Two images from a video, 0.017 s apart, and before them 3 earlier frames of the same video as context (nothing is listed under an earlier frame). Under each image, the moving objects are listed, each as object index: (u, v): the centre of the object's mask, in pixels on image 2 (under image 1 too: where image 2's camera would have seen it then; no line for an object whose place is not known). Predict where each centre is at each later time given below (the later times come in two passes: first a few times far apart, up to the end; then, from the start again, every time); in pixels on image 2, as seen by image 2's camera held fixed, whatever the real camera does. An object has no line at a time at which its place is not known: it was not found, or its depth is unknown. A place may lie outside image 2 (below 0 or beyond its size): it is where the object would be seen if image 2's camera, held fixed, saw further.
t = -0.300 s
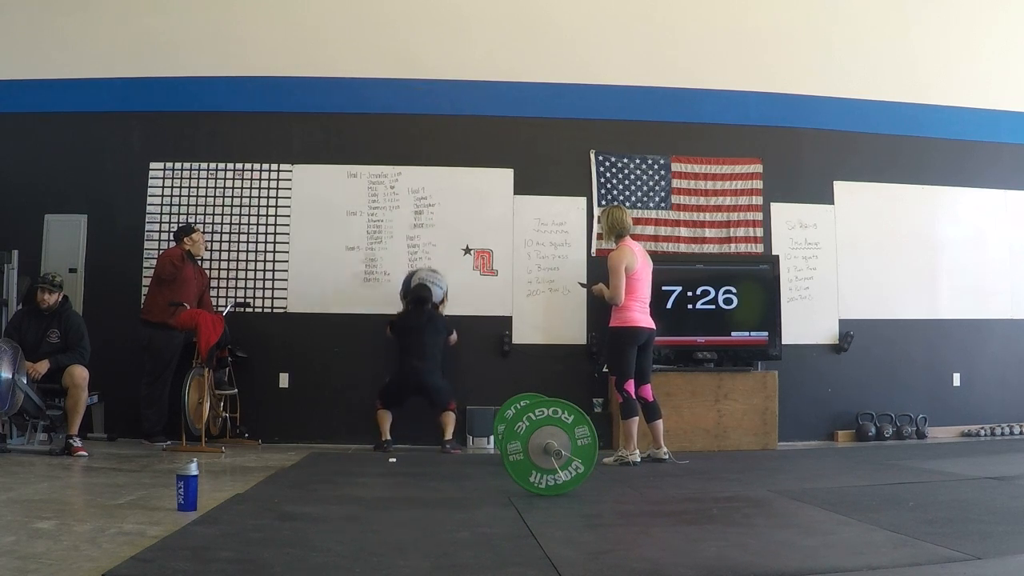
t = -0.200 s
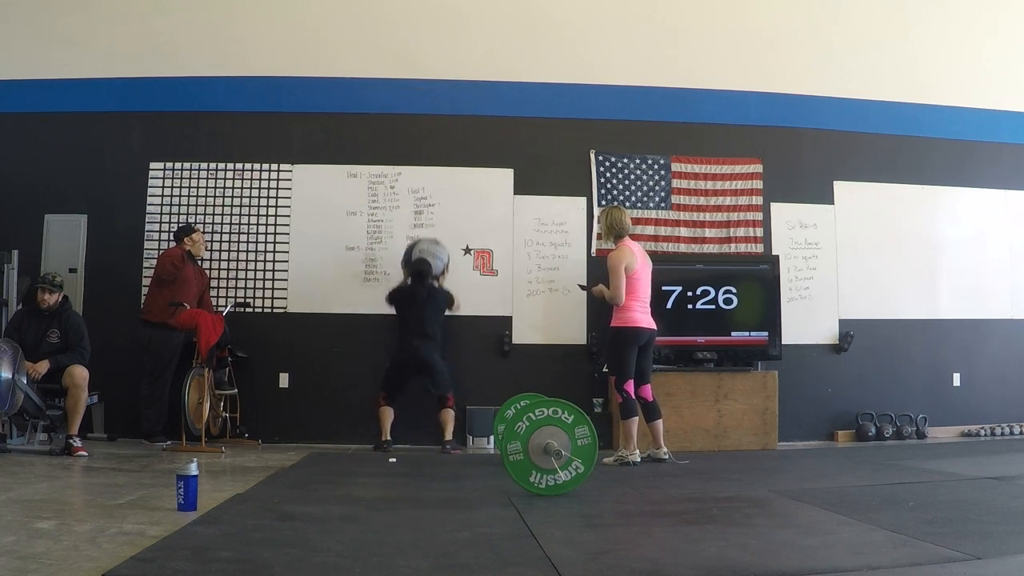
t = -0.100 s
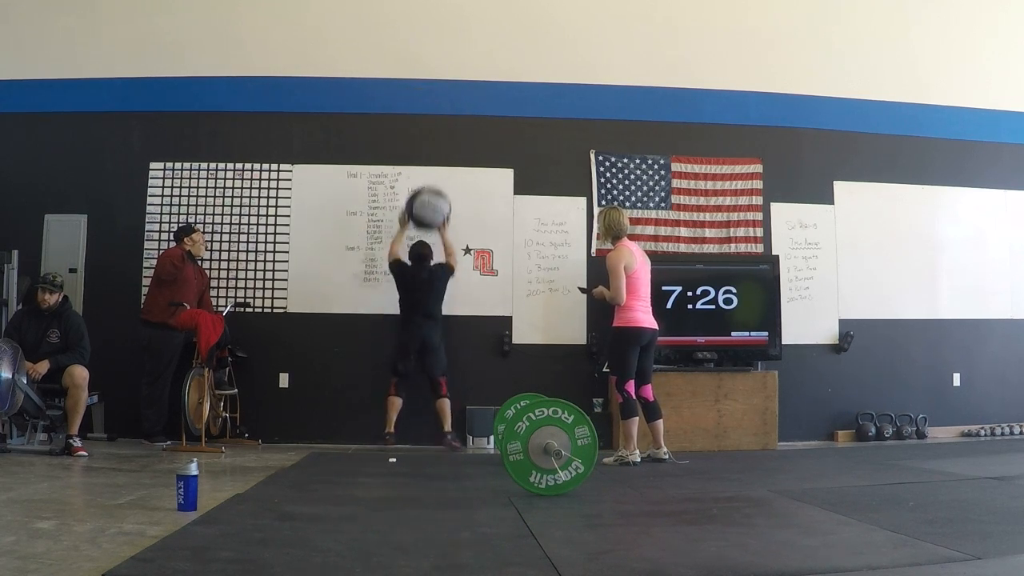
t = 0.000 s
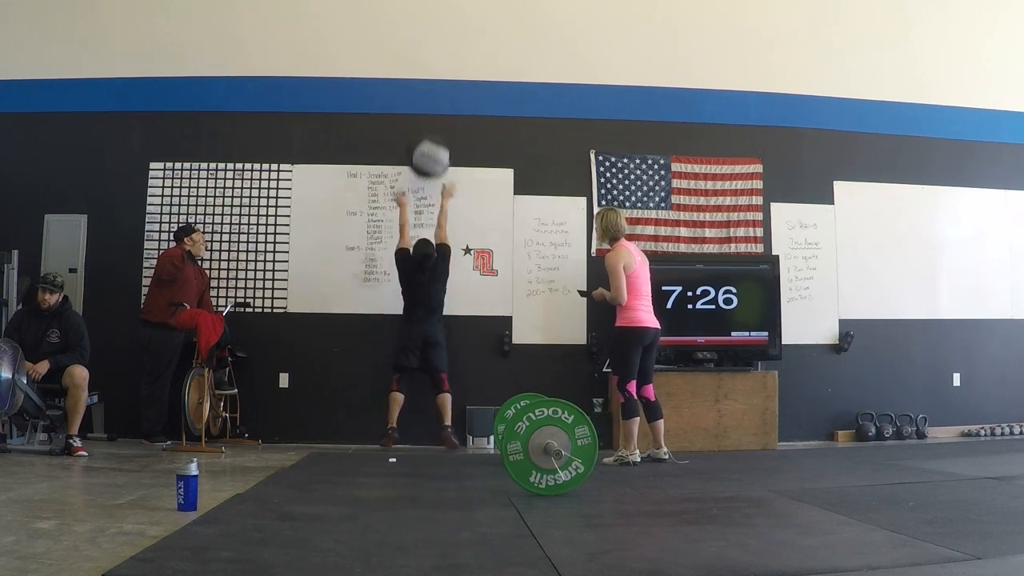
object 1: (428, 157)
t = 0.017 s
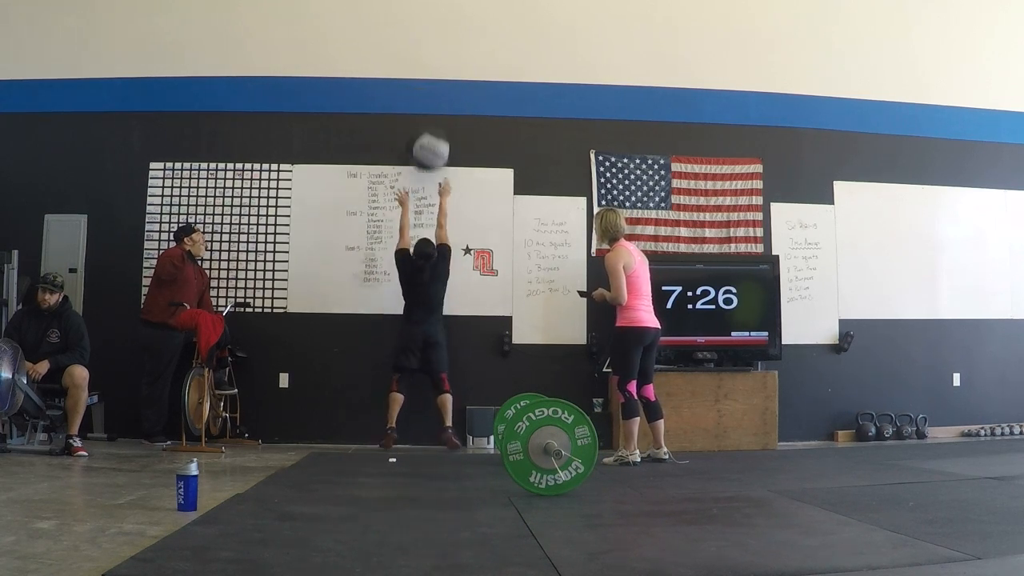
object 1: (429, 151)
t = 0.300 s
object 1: (428, 77)
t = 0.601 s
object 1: (423, 102)
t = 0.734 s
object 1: (420, 145)
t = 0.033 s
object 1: (428, 144)
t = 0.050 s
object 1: (429, 142)
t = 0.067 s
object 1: (427, 133)
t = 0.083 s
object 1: (427, 127)
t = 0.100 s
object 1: (428, 121)
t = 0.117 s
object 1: (428, 114)
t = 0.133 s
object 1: (428, 110)
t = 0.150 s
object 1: (428, 105)
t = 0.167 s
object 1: (429, 99)
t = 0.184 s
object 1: (429, 95)
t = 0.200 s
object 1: (428, 92)
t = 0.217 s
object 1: (428, 88)
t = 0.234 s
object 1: (428, 85)
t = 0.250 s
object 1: (428, 83)
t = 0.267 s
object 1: (428, 80)
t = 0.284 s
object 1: (428, 79)
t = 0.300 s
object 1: (428, 77)
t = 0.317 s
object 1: (428, 76)
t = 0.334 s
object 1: (428, 75)
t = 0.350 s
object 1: (428, 74)
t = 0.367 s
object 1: (427, 73)
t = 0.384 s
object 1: (427, 73)
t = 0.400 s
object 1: (427, 73)
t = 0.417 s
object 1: (427, 73)
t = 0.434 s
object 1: (426, 74)
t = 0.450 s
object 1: (426, 75)
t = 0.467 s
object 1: (426, 77)
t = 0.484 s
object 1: (426, 78)
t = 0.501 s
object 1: (425, 80)
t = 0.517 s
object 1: (425, 83)
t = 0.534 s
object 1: (425, 85)
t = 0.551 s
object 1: (424, 88)
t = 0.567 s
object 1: (424, 92)
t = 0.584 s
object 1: (424, 95)
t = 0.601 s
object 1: (423, 102)
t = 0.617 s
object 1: (423, 106)
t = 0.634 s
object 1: (422, 109)
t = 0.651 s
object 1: (421, 118)
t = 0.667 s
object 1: (421, 123)
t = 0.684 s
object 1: (421, 128)
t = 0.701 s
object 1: (421, 135)
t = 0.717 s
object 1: (421, 140)
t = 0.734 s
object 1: (420, 145)
